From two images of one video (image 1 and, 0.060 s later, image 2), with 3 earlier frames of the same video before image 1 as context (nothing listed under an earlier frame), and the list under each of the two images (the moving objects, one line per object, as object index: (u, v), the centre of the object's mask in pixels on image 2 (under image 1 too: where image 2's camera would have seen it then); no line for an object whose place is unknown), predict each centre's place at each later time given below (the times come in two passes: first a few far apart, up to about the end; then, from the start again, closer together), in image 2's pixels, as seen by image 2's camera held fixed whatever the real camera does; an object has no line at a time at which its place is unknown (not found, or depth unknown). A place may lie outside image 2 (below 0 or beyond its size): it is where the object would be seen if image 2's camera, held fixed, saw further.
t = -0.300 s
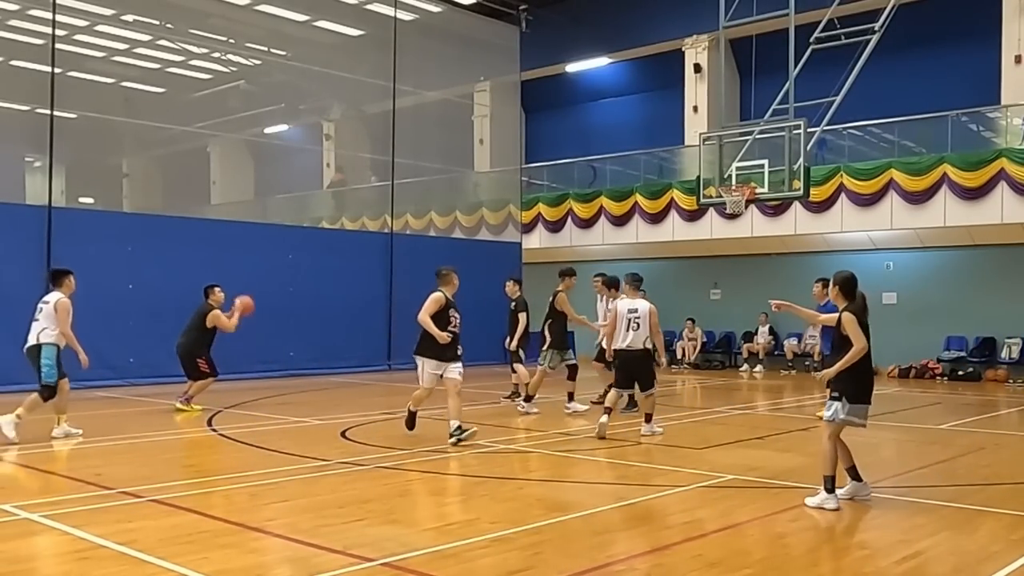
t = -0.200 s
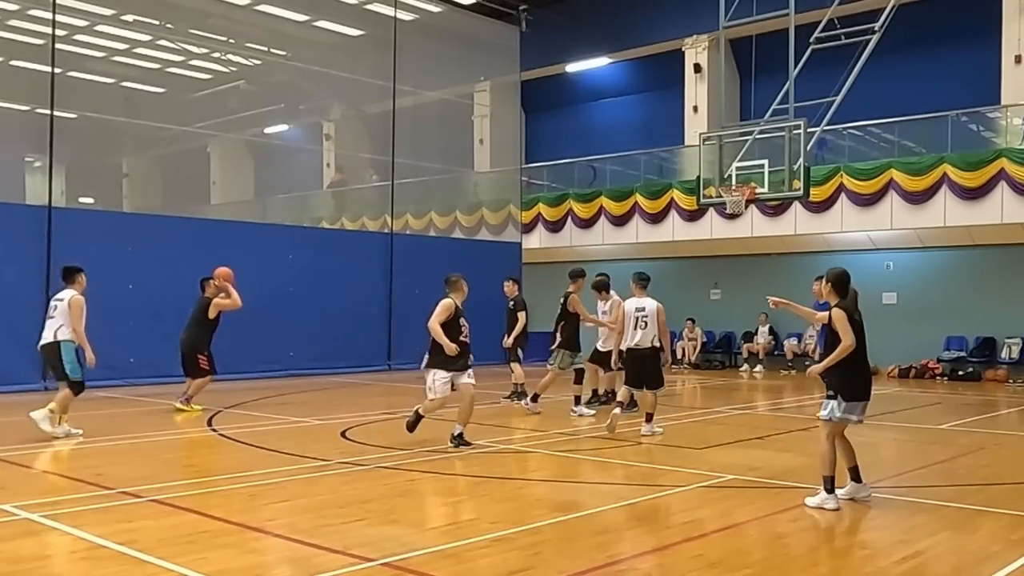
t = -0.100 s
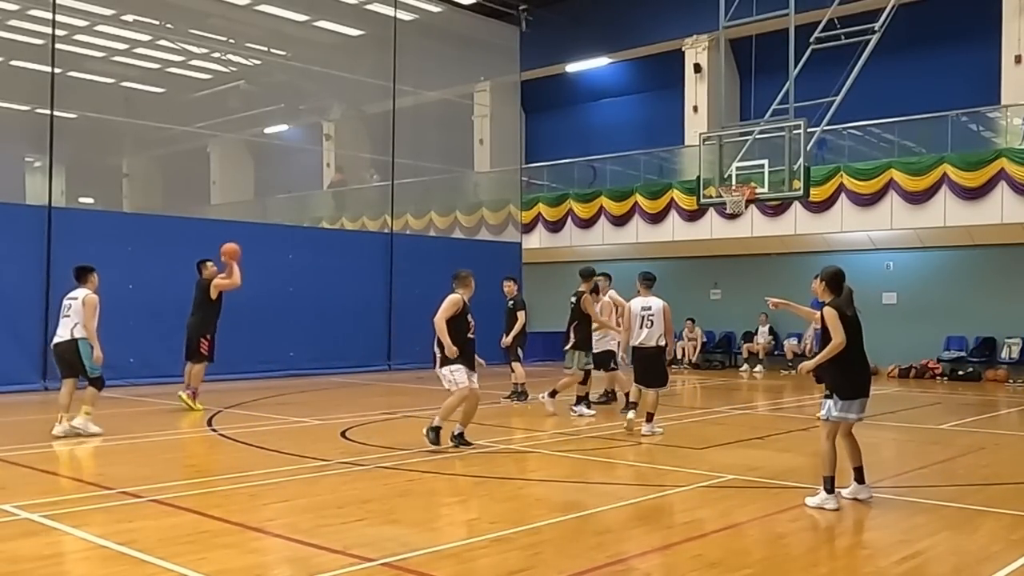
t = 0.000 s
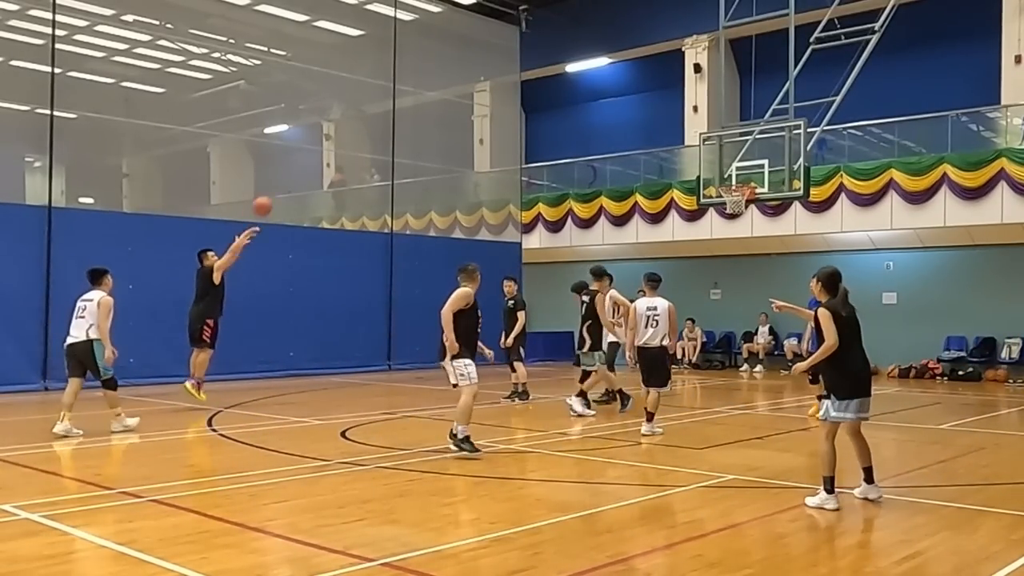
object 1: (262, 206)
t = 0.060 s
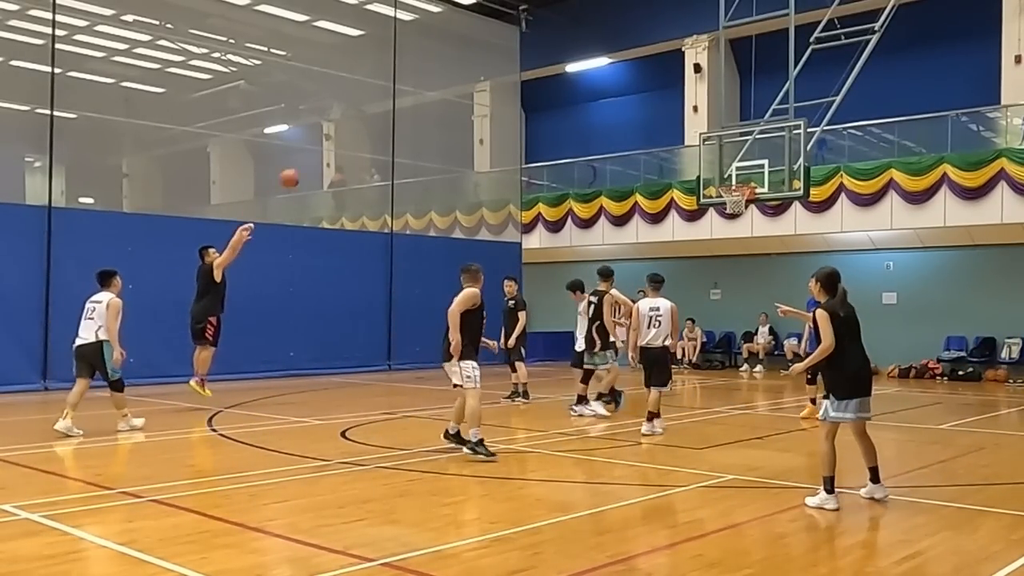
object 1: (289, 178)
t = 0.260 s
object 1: (376, 108)
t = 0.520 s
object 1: (482, 65)
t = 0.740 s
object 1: (566, 67)
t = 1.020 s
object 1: (669, 119)
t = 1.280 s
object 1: (739, 207)
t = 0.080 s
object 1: (298, 169)
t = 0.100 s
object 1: (307, 161)
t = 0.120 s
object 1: (315, 153)
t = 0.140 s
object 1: (324, 145)
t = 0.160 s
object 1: (332, 139)
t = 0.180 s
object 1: (341, 132)
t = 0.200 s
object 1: (350, 125)
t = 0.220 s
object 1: (358, 120)
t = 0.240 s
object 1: (367, 114)
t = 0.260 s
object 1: (376, 108)
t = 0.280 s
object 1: (384, 103)
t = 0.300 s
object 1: (392, 99)
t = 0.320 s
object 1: (400, 94)
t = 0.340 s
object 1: (409, 89)
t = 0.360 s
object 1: (417, 85)
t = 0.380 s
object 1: (425, 82)
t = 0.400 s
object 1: (433, 79)
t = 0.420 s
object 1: (442, 76)
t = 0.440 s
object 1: (449, 73)
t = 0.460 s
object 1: (458, 70)
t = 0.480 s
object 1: (466, 68)
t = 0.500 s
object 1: (474, 66)
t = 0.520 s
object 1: (482, 65)
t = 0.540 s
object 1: (490, 64)
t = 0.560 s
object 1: (498, 63)
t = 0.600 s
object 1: (514, 62)
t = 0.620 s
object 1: (521, 62)
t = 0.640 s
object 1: (529, 62)
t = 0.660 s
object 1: (536, 62)
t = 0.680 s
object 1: (544, 63)
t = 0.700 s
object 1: (552, 64)
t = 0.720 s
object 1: (559, 66)
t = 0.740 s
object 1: (566, 67)
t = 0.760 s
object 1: (574, 69)
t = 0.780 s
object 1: (582, 73)
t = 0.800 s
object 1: (590, 76)
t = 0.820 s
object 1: (597, 77)
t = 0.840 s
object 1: (605, 80)
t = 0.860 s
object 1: (611, 83)
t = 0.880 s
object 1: (619, 87)
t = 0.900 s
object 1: (626, 90)
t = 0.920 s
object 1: (633, 94)
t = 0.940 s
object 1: (641, 99)
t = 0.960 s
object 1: (648, 104)
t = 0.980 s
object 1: (655, 108)
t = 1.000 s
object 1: (662, 113)
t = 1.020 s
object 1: (669, 119)
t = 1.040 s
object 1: (675, 124)
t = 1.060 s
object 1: (682, 130)
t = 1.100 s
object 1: (697, 143)
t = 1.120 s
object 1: (703, 150)
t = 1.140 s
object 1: (710, 156)
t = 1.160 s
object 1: (717, 163)
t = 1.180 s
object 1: (723, 170)
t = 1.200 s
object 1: (731, 178)
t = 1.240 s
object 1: (749, 193)
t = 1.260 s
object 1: (745, 194)
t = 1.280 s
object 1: (739, 207)
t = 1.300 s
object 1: (737, 211)
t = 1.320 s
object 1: (737, 216)
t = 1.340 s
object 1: (735, 223)
